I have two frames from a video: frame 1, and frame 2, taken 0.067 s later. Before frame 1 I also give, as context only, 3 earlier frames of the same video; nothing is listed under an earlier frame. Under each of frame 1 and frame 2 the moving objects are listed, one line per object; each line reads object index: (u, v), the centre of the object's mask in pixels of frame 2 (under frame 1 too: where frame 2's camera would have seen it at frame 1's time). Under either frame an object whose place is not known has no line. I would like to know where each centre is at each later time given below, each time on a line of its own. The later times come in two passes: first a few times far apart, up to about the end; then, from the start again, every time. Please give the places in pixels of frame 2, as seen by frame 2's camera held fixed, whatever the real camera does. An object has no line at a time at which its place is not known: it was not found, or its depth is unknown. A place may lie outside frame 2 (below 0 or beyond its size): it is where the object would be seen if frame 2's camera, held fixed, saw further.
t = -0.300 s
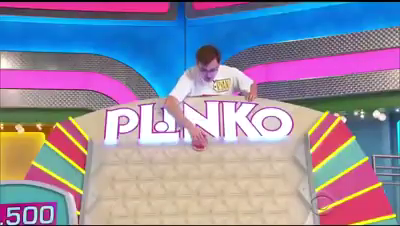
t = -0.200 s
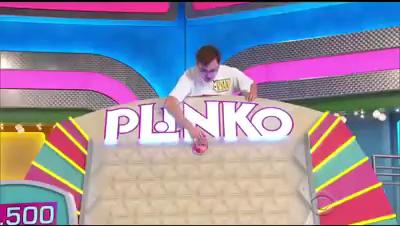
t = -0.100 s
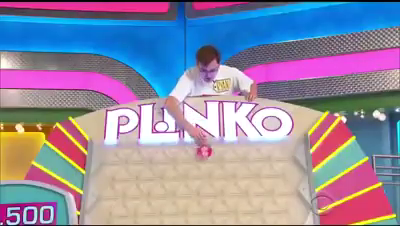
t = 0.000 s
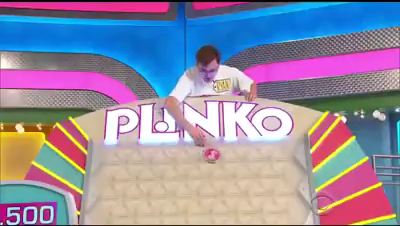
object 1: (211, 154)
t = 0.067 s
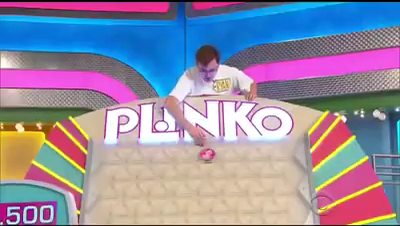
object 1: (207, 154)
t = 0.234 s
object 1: (207, 159)
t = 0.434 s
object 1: (202, 170)
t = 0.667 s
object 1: (199, 184)
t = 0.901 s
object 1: (209, 193)
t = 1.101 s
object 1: (206, 203)
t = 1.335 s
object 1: (204, 204)
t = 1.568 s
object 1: (196, 222)
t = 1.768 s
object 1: (192, 221)
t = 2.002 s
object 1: (183, 240)
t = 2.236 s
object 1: (202, 261)
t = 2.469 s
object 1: (218, 281)
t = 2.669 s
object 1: (229, 288)
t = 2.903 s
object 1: (247, 304)
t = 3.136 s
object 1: (238, 308)
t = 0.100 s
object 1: (207, 155)
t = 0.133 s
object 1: (209, 155)
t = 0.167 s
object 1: (211, 156)
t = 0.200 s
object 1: (210, 157)
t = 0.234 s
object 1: (207, 159)
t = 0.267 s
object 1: (206, 162)
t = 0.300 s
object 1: (206, 166)
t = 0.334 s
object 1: (205, 166)
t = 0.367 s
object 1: (203, 165)
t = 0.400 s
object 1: (203, 167)
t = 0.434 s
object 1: (202, 170)
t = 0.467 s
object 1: (199, 171)
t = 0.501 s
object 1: (195, 172)
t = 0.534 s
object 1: (194, 173)
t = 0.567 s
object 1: (195, 174)
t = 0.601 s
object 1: (196, 176)
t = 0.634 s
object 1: (198, 180)
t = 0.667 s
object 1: (199, 184)
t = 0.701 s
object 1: (200, 183)
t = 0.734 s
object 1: (202, 182)
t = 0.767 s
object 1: (203, 182)
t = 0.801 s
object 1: (205, 183)
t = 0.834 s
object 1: (206, 185)
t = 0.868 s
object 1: (207, 189)
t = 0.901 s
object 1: (209, 193)
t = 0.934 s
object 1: (211, 198)
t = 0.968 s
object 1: (212, 202)
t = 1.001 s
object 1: (214, 199)
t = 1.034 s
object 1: (212, 199)
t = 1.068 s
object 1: (209, 201)
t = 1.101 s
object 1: (206, 203)
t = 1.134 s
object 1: (201, 203)
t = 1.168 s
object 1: (198, 205)
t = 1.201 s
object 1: (194, 207)
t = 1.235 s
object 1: (198, 205)
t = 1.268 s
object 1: (201, 204)
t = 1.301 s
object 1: (204, 205)
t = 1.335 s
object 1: (204, 204)
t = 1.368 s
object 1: (203, 204)
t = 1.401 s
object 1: (202, 204)
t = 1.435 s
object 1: (200, 205)
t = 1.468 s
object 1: (199, 208)
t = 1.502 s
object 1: (199, 212)
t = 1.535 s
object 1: (198, 217)
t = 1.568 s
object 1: (196, 222)
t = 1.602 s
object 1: (195, 220)
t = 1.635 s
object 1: (193, 218)
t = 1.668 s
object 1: (193, 218)
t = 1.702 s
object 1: (193, 220)
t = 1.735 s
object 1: (194, 222)
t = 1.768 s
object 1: (192, 221)
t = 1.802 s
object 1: (192, 220)
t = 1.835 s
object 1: (190, 222)
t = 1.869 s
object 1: (189, 223)
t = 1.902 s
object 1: (188, 227)
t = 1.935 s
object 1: (186, 231)
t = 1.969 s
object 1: (184, 237)
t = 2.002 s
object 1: (183, 240)
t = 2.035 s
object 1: (181, 237)
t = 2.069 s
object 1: (184, 237)
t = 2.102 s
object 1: (189, 239)
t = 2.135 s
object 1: (193, 243)
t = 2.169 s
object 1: (198, 247)
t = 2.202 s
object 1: (201, 253)
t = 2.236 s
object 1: (202, 261)
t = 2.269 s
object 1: (207, 258)
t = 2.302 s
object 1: (209, 262)
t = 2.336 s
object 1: (211, 268)
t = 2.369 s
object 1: (213, 273)
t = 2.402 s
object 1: (215, 281)
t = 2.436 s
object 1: (219, 278)
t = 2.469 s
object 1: (218, 281)
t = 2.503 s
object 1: (219, 282)
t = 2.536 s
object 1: (222, 280)
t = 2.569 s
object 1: (224, 280)
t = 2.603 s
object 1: (226, 281)
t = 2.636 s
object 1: (228, 285)
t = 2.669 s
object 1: (229, 288)
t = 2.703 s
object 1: (225, 291)
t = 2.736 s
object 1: (226, 295)
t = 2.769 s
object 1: (228, 300)
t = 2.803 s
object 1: (231, 303)
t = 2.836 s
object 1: (236, 303)
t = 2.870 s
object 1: (242, 303)
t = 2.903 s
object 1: (247, 304)
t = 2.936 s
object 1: (247, 301)
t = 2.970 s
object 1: (246, 300)
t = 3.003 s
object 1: (246, 302)
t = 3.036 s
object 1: (246, 306)
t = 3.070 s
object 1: (242, 306)
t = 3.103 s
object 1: (239, 307)
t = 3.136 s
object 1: (238, 308)
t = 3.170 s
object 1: (241, 309)
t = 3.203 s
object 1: (244, 310)
